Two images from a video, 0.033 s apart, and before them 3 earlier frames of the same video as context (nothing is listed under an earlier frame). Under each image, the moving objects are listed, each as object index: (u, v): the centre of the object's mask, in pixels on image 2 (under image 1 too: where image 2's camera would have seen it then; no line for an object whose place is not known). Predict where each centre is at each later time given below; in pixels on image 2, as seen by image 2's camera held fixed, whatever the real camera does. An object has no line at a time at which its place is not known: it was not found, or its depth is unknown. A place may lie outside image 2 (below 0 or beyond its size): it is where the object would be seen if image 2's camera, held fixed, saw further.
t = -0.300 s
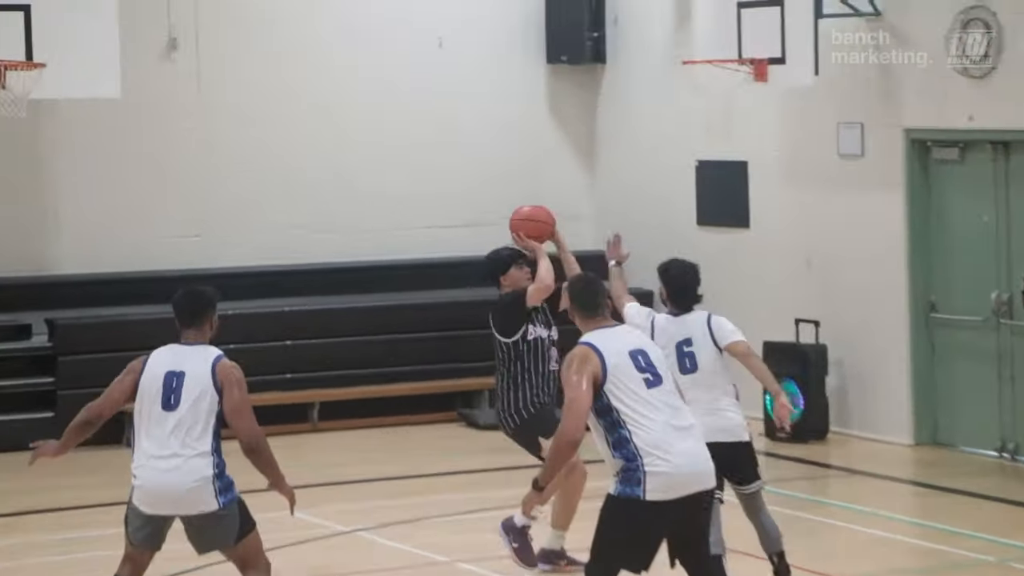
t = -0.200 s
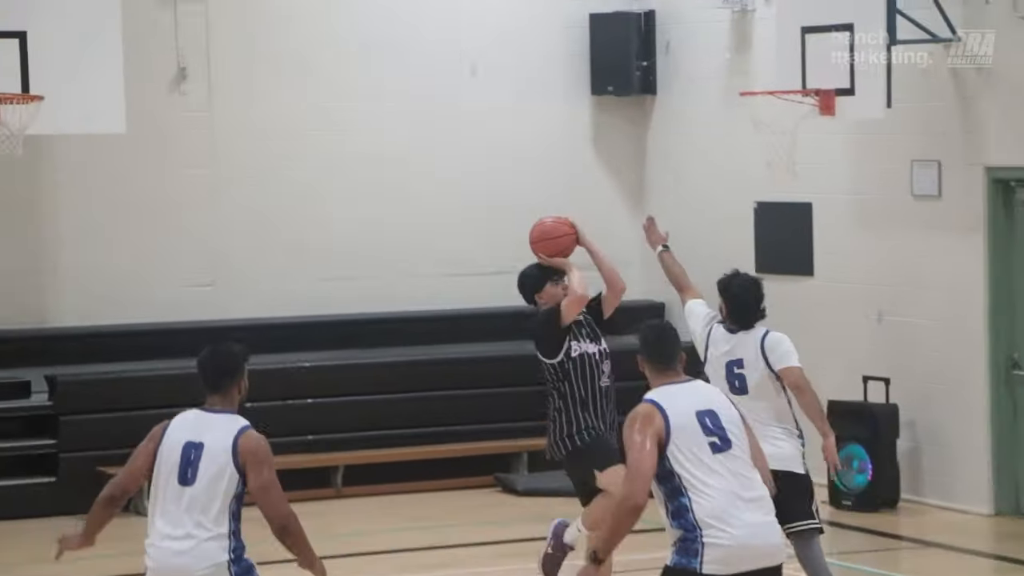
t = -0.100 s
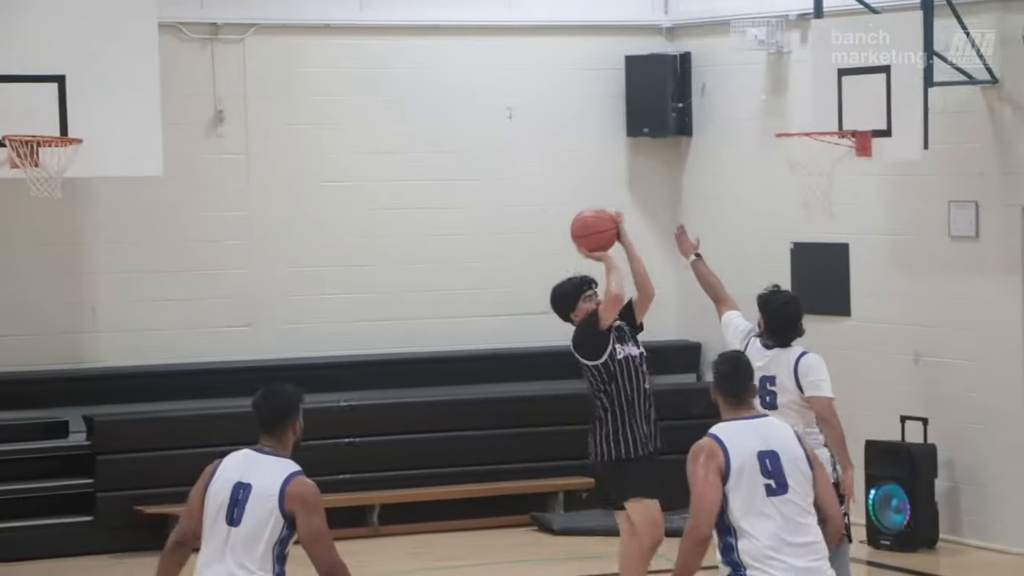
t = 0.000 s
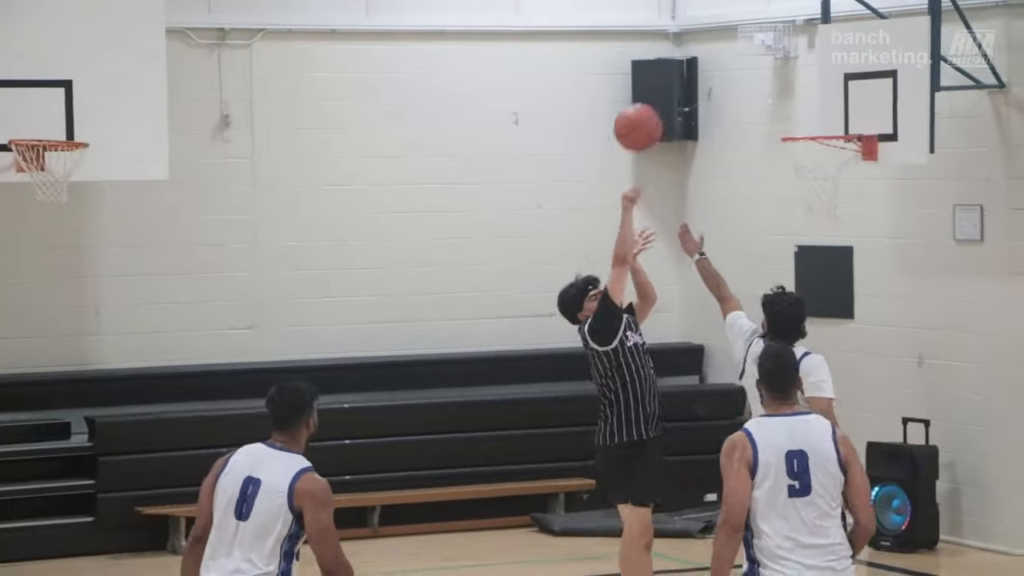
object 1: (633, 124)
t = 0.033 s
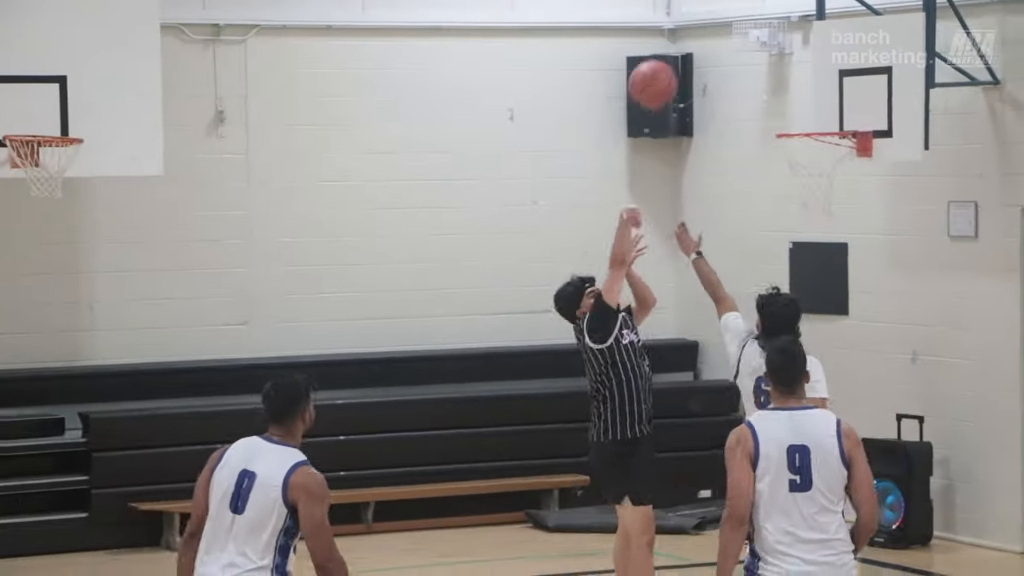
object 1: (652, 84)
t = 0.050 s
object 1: (663, 67)
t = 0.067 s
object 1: (673, 48)
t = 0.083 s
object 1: (684, 28)
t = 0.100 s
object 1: (695, 17)
